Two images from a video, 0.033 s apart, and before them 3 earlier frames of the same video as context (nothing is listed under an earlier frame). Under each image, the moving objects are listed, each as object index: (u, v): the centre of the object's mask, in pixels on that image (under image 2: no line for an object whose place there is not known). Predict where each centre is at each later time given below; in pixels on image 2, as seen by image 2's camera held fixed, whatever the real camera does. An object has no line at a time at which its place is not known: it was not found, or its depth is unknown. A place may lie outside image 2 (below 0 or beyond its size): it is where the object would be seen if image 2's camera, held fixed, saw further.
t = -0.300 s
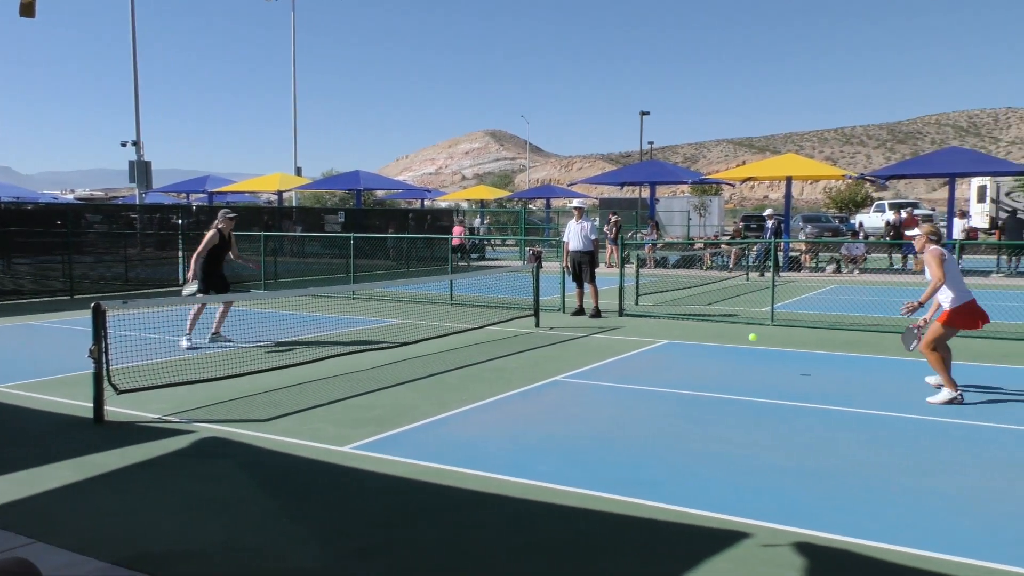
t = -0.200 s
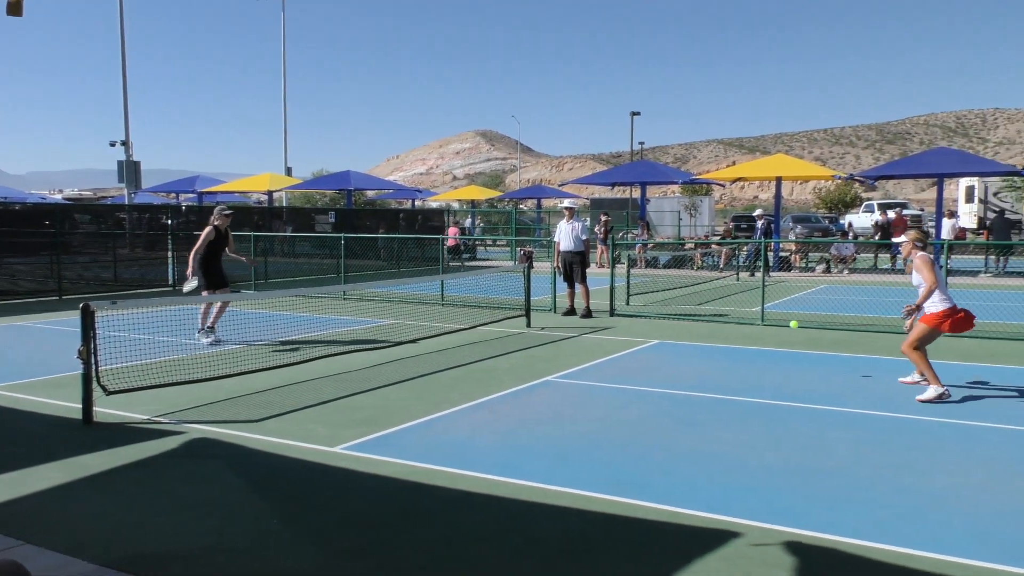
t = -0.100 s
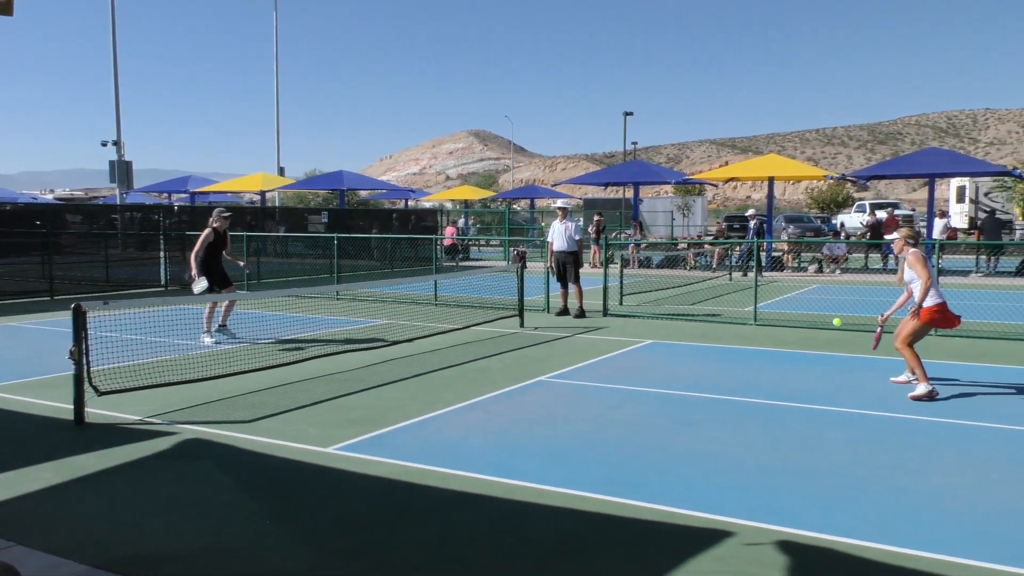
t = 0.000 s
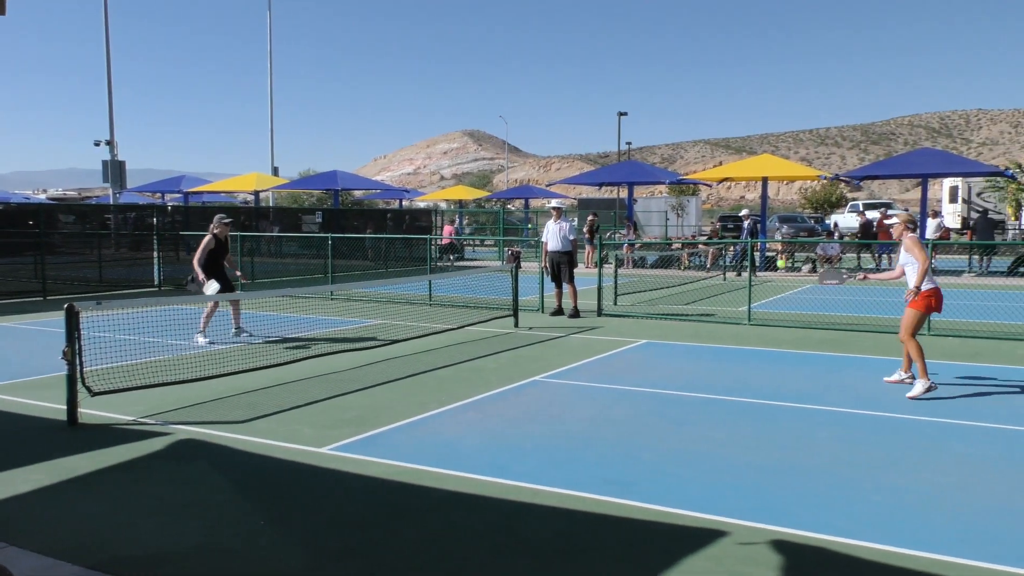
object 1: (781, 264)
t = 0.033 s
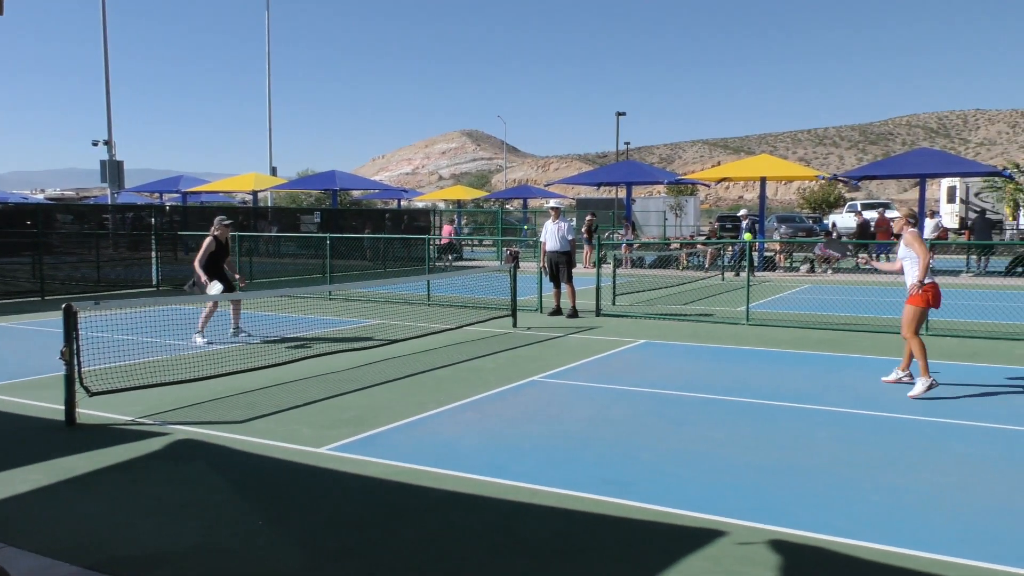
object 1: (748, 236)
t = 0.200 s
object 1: (603, 126)
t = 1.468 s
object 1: (-63, 189)
